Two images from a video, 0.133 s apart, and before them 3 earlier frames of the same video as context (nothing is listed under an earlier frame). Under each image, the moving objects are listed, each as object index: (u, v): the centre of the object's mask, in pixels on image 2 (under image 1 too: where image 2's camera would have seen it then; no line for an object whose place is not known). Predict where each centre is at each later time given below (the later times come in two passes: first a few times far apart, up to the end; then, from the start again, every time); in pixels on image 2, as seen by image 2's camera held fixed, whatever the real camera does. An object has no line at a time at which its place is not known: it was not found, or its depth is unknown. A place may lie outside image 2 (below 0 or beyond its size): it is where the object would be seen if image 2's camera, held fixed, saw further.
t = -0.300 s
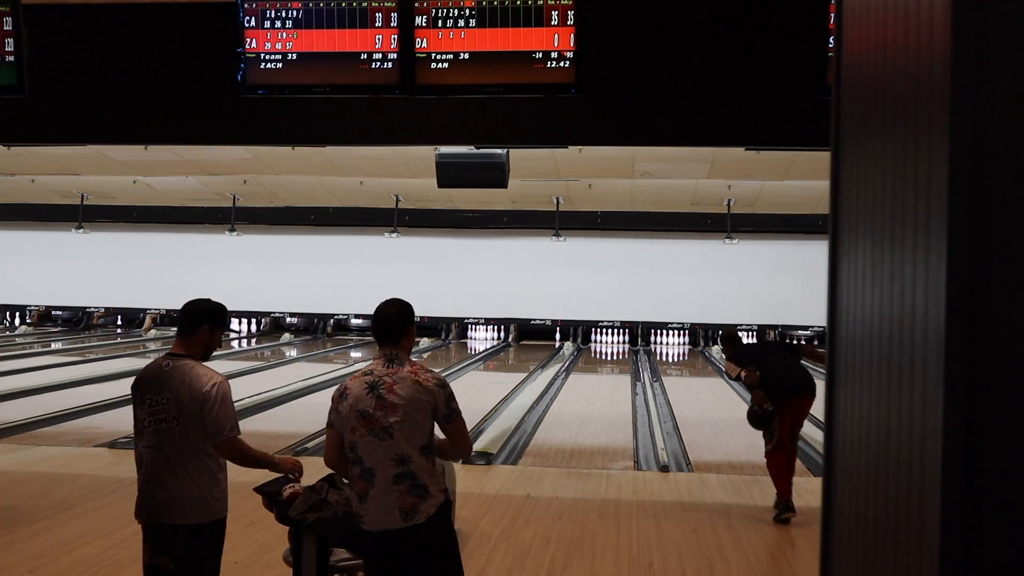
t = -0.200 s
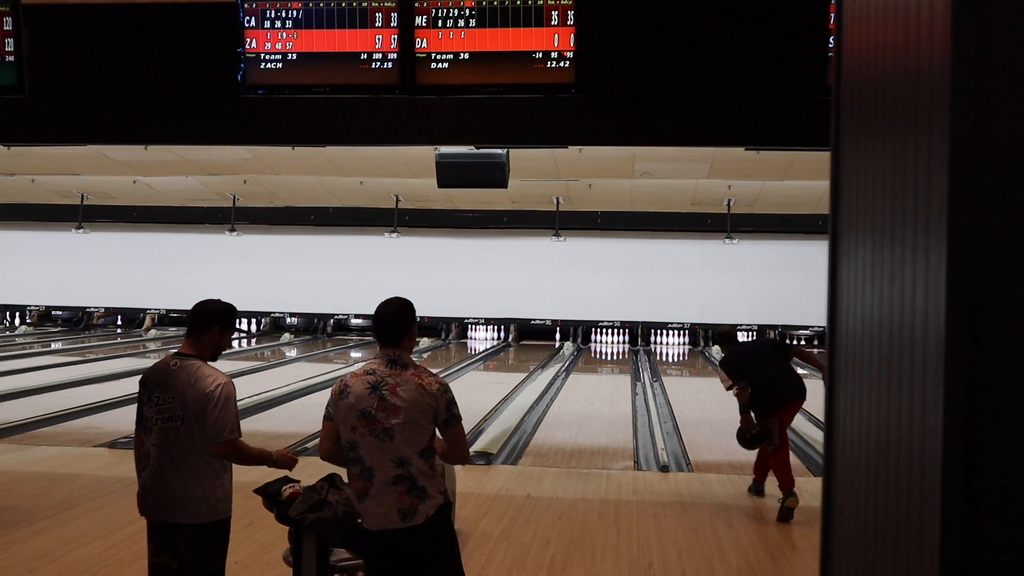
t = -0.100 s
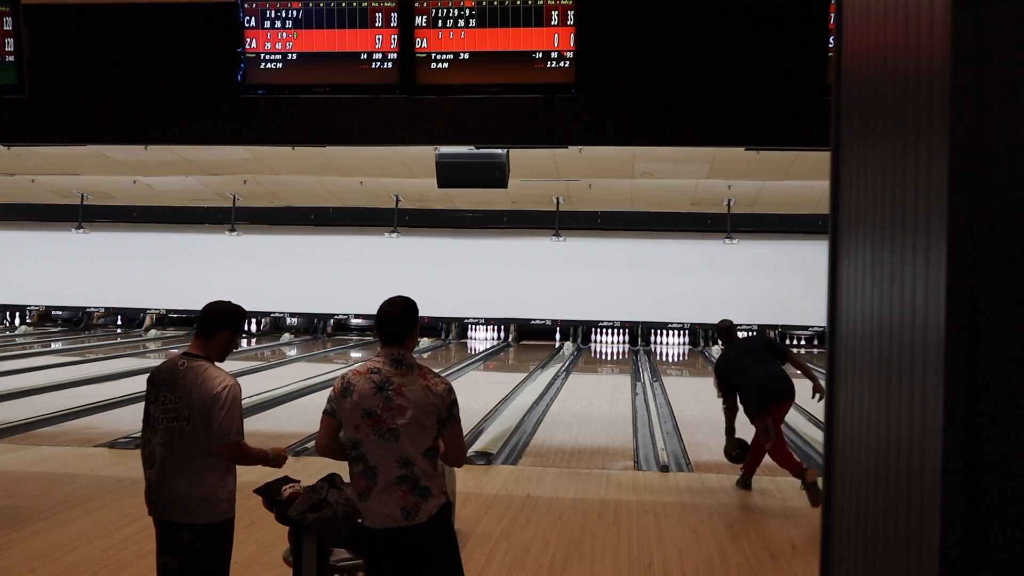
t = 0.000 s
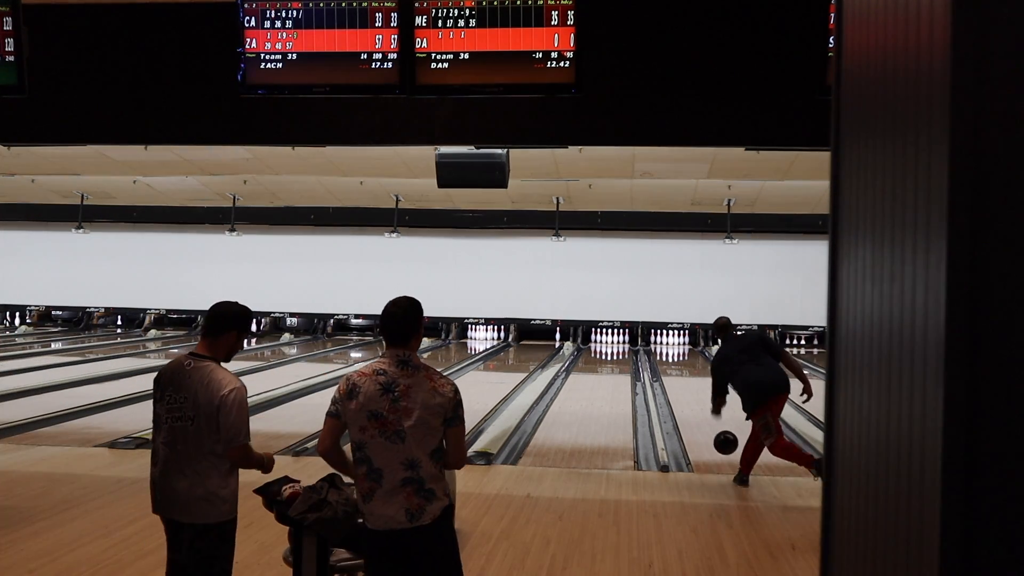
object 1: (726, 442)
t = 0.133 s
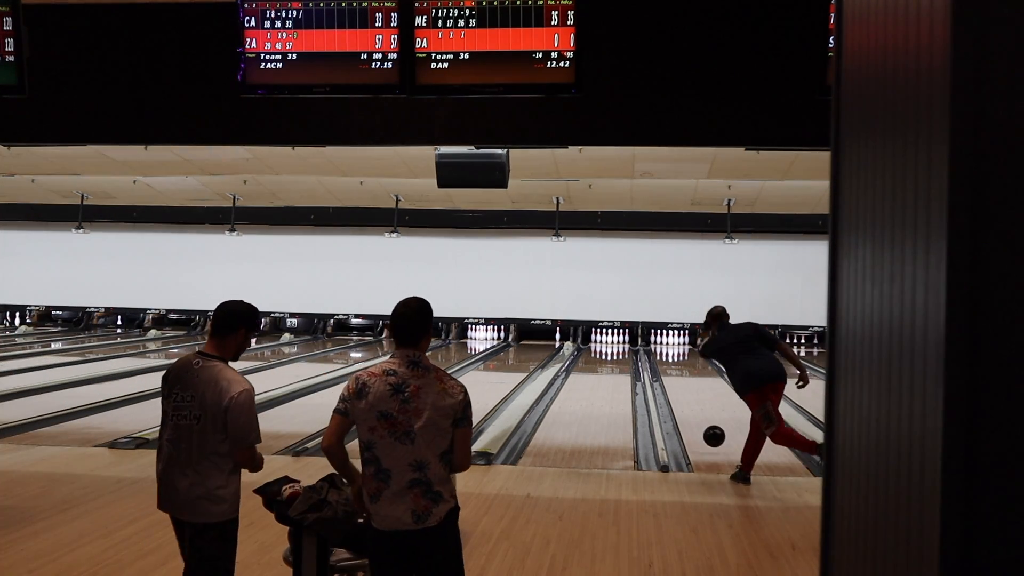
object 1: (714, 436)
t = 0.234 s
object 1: (707, 432)
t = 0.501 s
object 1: (693, 407)
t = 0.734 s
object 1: (684, 392)
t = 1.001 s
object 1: (677, 378)
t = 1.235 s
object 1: (672, 369)
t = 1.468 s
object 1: (669, 362)
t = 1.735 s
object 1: (667, 354)
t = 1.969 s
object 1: (666, 349)
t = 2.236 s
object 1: (667, 344)
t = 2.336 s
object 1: (667, 343)
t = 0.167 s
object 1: (711, 437)
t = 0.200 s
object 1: (709, 436)
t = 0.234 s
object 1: (707, 432)
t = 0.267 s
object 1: (705, 428)
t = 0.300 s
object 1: (703, 425)
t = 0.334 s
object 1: (701, 421)
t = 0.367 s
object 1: (699, 418)
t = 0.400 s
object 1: (697, 415)
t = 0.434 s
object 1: (696, 412)
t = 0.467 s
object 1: (694, 409)
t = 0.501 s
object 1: (693, 407)
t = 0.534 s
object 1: (691, 404)
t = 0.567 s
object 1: (690, 402)
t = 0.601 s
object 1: (689, 400)
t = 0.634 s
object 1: (687, 398)
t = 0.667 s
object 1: (686, 396)
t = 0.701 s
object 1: (685, 394)
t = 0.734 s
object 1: (684, 392)
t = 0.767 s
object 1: (683, 390)
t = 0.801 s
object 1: (682, 388)
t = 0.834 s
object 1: (681, 386)
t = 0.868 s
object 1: (680, 384)
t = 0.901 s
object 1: (679, 383)
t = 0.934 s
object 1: (678, 381)
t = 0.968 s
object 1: (678, 379)
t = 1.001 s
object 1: (677, 378)
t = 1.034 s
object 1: (676, 377)
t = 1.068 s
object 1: (675, 375)
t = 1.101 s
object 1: (675, 374)
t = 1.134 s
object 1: (674, 373)
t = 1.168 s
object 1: (673, 371)
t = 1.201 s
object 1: (673, 370)
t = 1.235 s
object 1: (672, 369)
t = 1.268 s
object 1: (672, 368)
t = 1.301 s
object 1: (671, 367)
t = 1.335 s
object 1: (671, 366)
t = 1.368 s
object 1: (671, 365)
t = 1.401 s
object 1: (670, 363)
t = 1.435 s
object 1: (670, 363)
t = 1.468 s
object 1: (669, 362)
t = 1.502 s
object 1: (669, 361)
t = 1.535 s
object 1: (669, 360)
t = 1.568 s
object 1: (668, 358)
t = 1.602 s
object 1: (668, 358)
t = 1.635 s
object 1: (668, 357)
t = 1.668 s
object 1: (668, 356)
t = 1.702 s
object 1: (667, 355)
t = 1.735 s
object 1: (667, 354)
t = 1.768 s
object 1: (667, 354)
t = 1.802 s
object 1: (667, 353)
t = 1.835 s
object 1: (667, 352)
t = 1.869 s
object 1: (666, 351)
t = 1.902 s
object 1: (666, 351)
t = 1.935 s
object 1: (666, 350)
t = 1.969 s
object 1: (666, 349)
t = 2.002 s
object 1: (666, 349)
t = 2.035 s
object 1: (666, 348)
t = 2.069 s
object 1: (666, 347)
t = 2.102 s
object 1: (667, 347)
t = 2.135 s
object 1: (667, 346)
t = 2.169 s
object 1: (667, 346)
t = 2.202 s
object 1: (667, 345)
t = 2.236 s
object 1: (667, 344)
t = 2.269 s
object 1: (667, 344)
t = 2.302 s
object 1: (667, 343)
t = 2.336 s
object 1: (667, 343)
